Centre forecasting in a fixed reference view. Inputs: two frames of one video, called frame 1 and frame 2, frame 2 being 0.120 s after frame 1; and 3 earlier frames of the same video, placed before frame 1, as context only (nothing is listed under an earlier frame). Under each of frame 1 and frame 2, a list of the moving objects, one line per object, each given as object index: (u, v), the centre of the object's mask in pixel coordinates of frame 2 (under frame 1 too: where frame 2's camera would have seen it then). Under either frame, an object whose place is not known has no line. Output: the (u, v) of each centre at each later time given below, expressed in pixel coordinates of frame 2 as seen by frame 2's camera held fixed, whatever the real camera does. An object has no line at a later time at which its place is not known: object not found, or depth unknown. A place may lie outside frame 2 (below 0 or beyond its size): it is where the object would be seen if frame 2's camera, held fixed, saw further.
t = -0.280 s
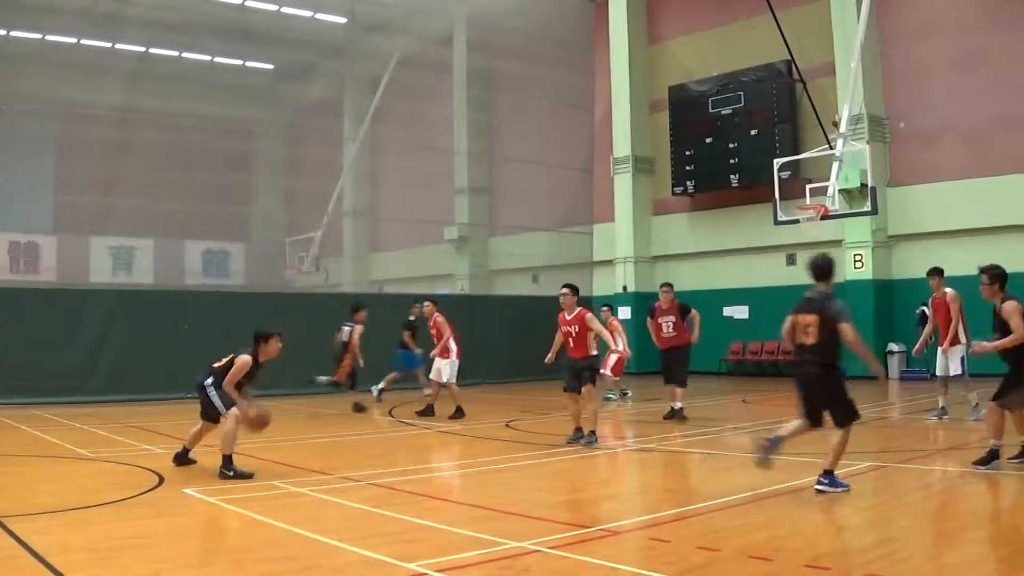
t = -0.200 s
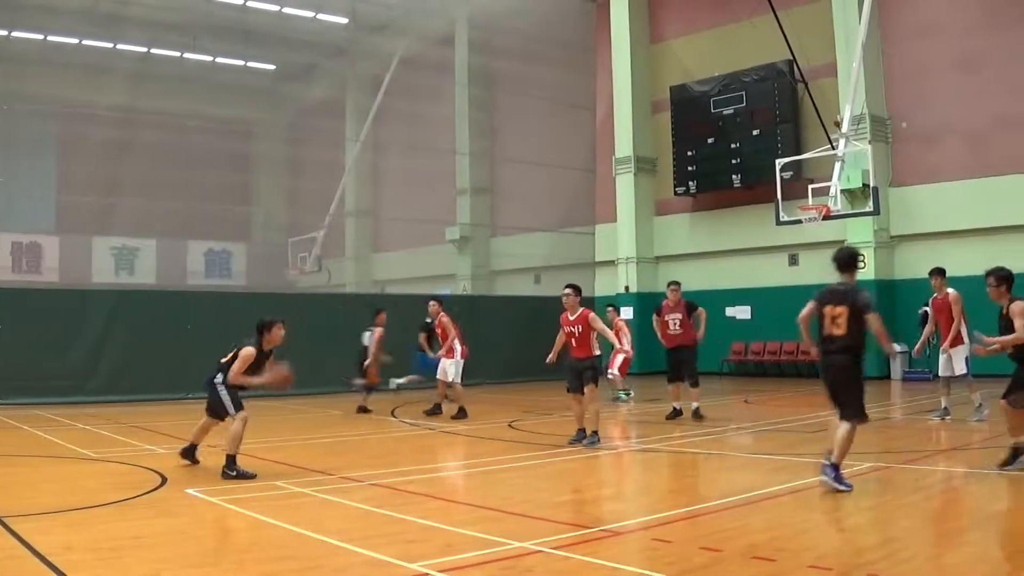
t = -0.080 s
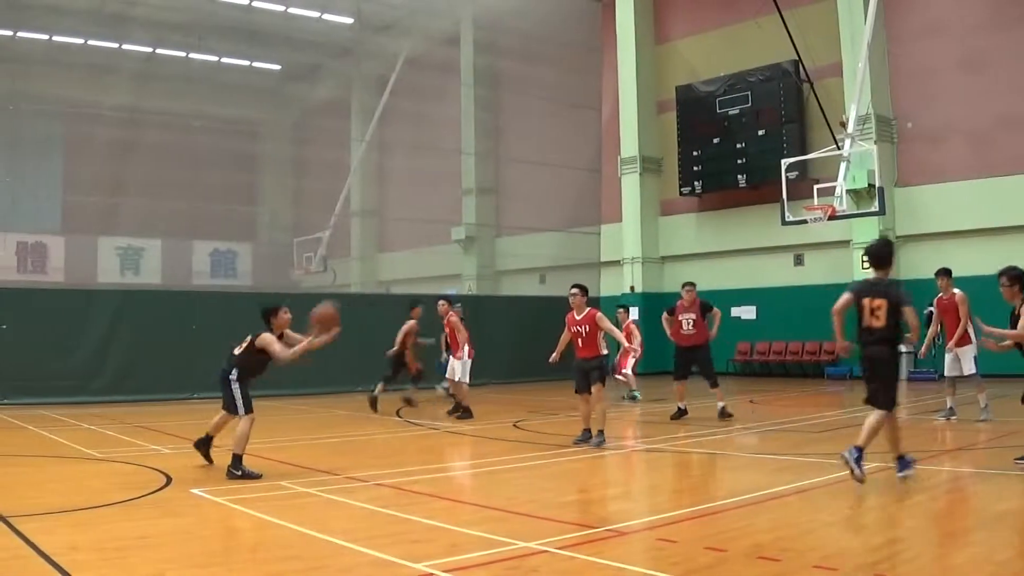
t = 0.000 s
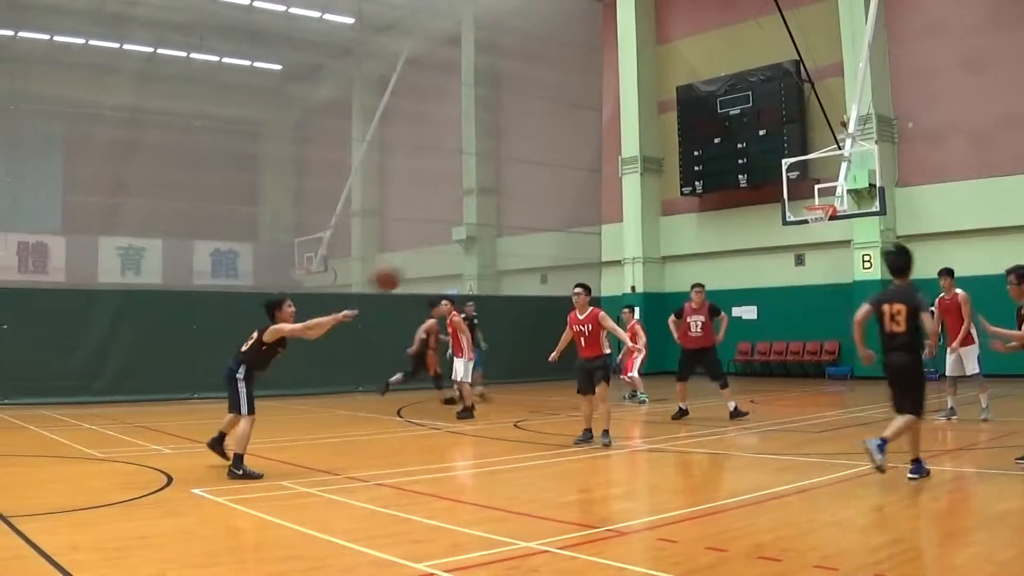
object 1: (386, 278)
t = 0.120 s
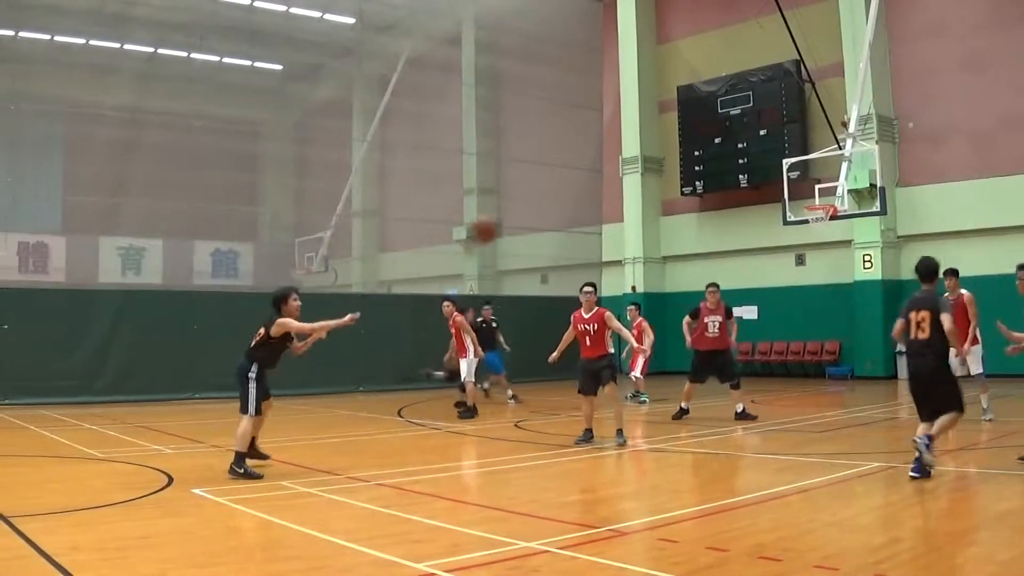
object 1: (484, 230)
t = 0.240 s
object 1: (584, 195)
